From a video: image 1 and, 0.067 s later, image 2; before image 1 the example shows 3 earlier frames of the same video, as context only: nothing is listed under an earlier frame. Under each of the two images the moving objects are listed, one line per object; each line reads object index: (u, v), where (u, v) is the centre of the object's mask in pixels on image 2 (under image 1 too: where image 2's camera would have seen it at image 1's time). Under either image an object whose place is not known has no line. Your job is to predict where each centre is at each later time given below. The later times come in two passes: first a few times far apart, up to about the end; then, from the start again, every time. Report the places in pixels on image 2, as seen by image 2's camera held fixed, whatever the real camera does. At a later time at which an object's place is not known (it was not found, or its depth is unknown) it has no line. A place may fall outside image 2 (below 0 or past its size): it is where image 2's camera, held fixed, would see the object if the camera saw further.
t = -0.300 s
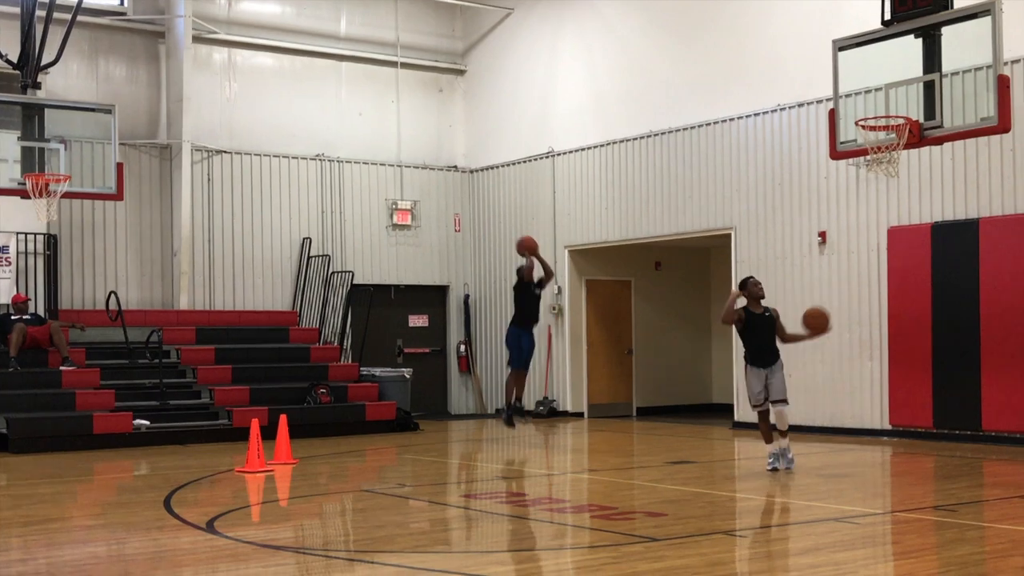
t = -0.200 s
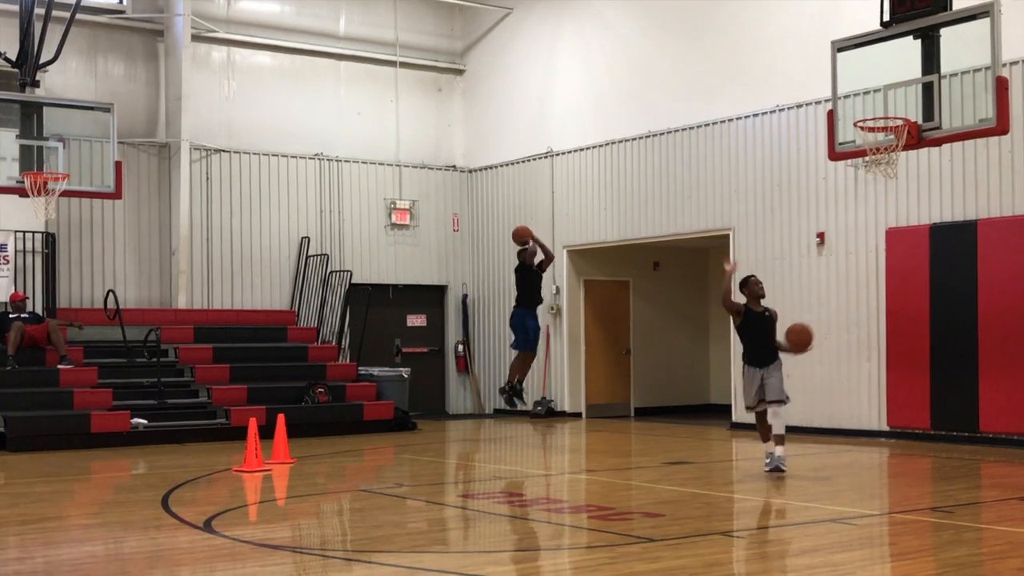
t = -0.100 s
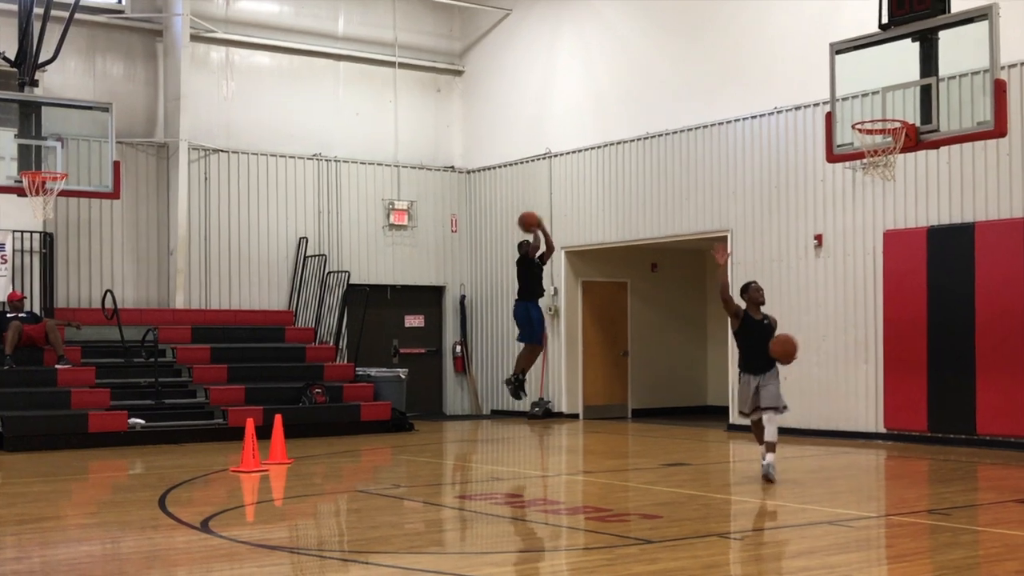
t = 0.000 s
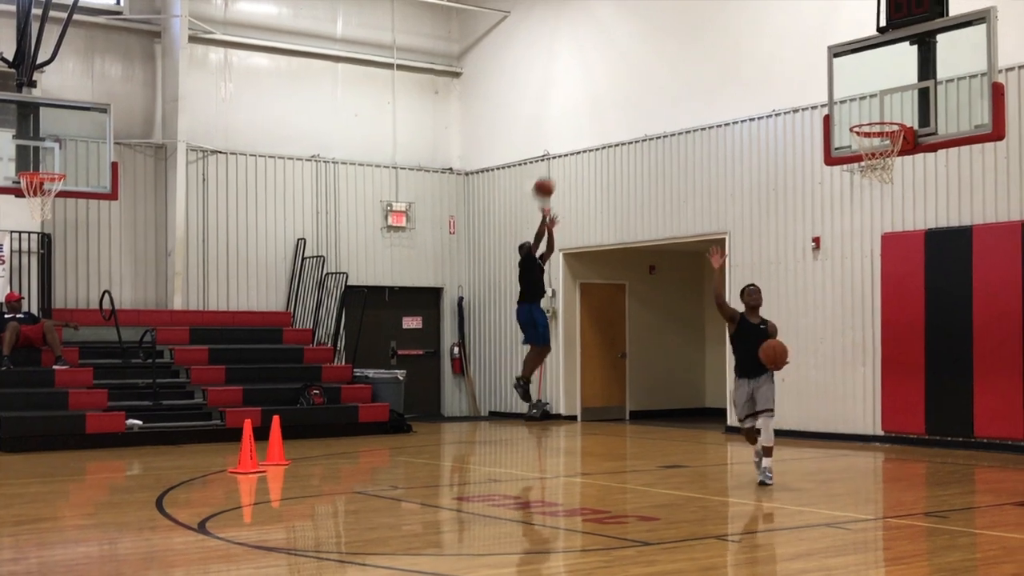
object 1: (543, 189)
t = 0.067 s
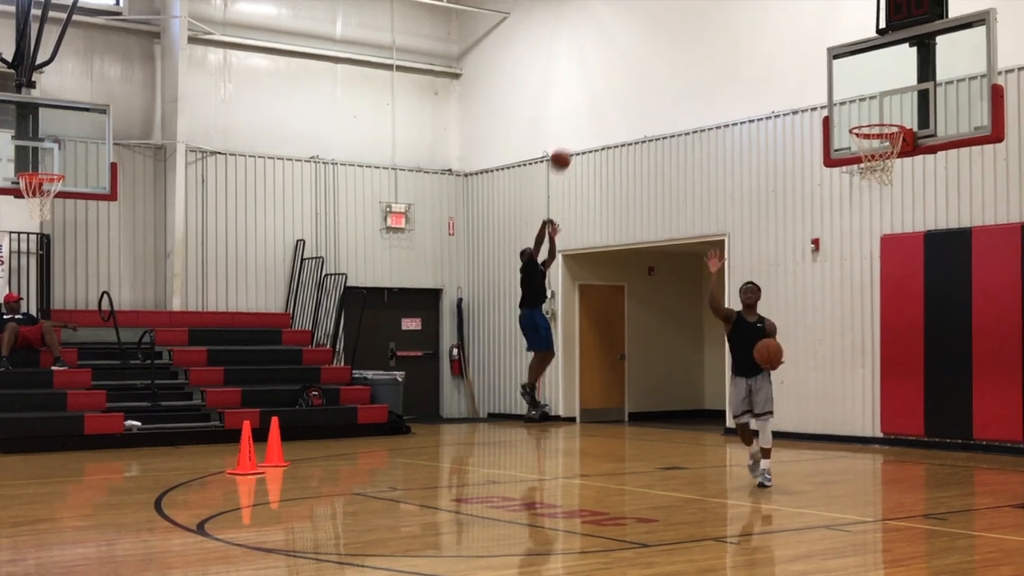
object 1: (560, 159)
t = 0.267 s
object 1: (616, 87)
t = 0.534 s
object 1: (698, 40)
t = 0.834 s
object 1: (806, 67)
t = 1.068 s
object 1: (901, 153)
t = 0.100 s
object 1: (569, 145)
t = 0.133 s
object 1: (578, 132)
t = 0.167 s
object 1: (587, 120)
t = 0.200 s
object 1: (597, 108)
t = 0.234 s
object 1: (606, 97)
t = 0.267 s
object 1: (616, 87)
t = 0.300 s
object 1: (625, 78)
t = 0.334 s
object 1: (635, 69)
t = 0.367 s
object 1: (646, 62)
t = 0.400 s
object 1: (656, 56)
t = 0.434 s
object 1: (666, 51)
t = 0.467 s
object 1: (676, 46)
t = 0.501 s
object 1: (687, 43)
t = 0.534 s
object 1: (698, 40)
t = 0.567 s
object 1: (709, 39)
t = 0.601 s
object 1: (720, 38)
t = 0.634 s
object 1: (732, 39)
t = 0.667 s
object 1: (744, 41)
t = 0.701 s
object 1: (755, 44)
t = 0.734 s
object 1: (768, 48)
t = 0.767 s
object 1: (780, 53)
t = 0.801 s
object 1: (793, 60)
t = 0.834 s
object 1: (806, 67)
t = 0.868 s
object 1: (819, 77)
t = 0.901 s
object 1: (832, 87)
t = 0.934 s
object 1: (846, 99)
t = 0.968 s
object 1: (859, 112)
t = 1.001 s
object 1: (873, 126)
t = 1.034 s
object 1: (892, 142)
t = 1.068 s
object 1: (901, 153)
